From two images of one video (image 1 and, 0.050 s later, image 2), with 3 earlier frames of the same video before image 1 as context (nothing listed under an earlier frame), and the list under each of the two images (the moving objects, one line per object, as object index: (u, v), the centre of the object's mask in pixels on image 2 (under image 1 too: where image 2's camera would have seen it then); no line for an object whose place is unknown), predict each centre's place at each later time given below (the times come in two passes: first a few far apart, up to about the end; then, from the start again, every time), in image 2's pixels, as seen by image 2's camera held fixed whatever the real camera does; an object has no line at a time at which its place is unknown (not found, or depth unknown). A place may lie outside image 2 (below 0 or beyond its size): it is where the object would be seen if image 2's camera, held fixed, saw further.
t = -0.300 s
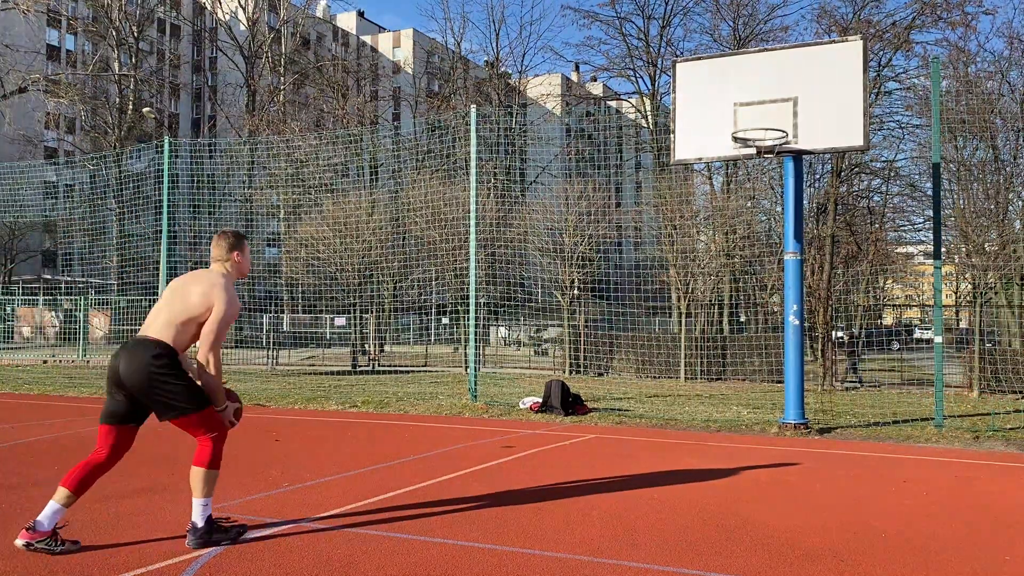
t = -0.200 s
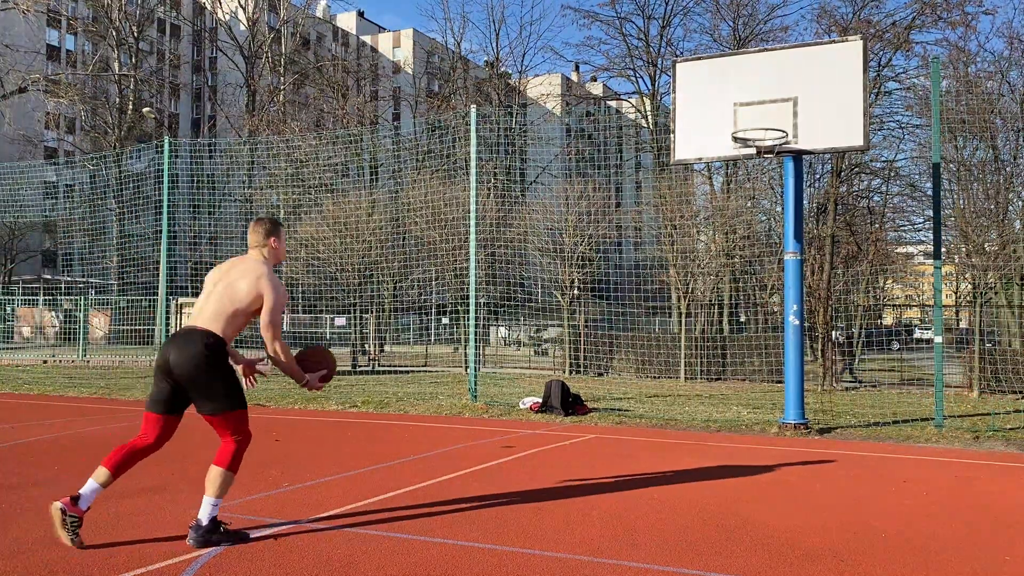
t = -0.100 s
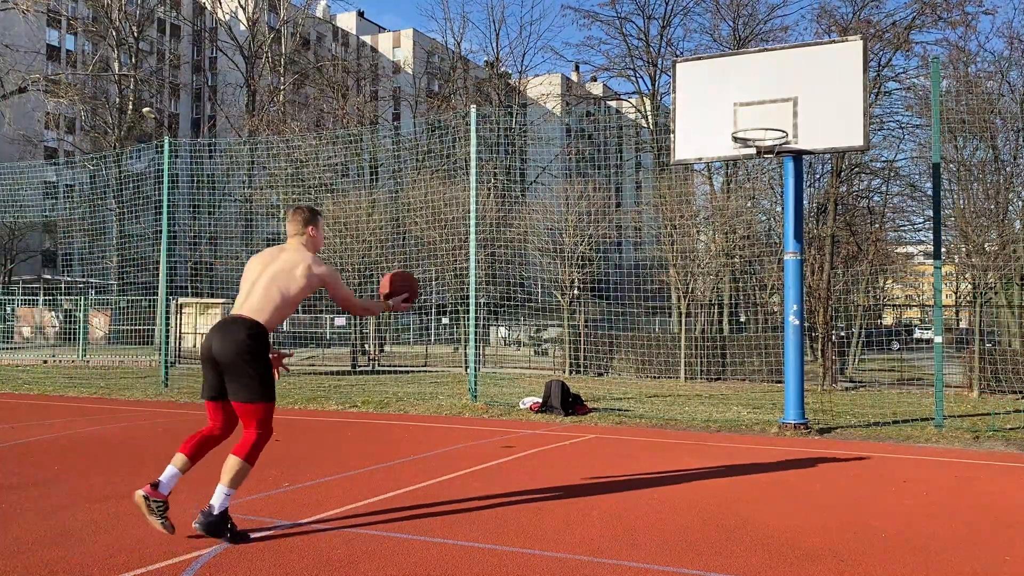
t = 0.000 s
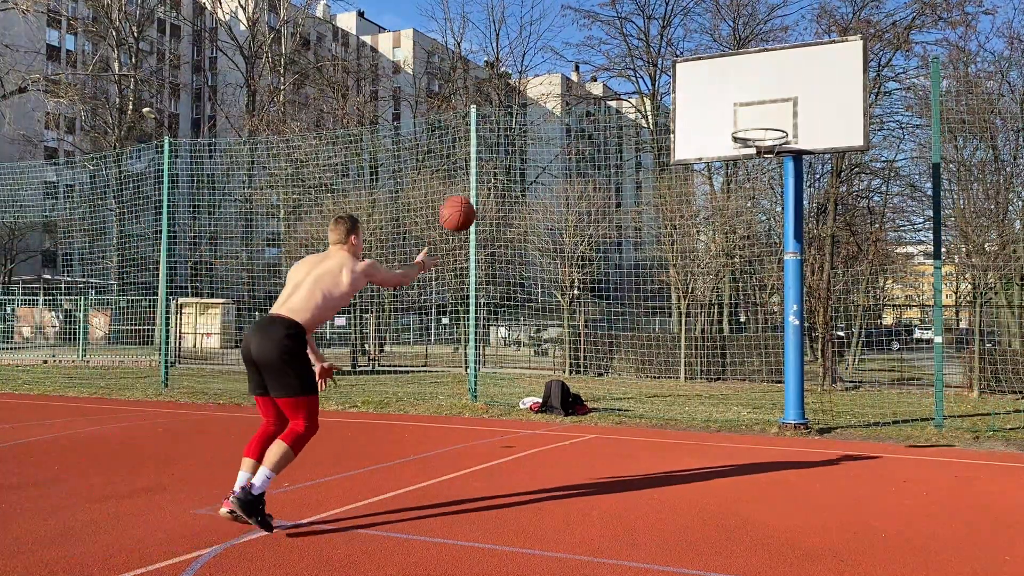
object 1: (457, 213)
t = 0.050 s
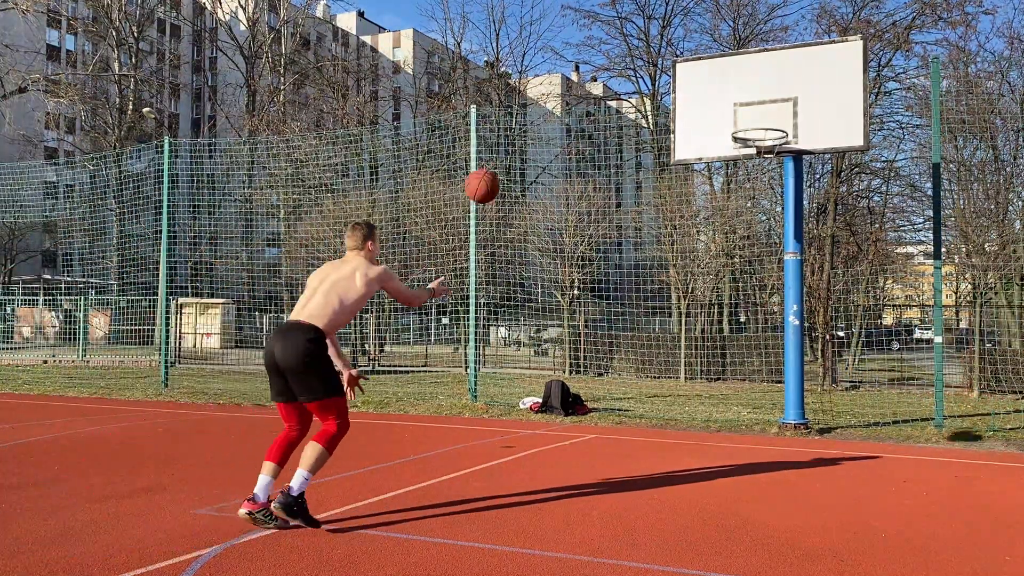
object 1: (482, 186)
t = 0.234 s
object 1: (559, 125)
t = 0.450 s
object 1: (631, 118)
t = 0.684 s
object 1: (677, 149)
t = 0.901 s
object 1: (663, 179)
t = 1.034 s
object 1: (654, 227)
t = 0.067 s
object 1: (490, 178)
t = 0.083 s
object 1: (498, 170)
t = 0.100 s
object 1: (505, 163)
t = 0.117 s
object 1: (513, 156)
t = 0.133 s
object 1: (520, 151)
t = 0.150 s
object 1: (527, 145)
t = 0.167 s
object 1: (534, 140)
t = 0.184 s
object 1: (541, 136)
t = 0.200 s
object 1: (547, 132)
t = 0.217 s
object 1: (553, 128)
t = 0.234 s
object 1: (559, 125)
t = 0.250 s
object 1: (566, 122)
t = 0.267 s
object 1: (572, 120)
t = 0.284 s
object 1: (578, 117)
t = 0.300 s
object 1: (583, 117)
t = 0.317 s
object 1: (590, 115)
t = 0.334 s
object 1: (595, 114)
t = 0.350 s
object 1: (600, 114)
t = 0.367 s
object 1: (605, 114)
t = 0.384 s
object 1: (611, 114)
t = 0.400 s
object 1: (616, 114)
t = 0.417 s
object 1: (621, 115)
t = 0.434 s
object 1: (626, 116)
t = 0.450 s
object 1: (631, 118)
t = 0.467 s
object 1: (636, 119)
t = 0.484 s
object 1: (640, 121)
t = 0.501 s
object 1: (645, 123)
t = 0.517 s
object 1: (650, 125)
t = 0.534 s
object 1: (654, 128)
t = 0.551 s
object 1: (659, 131)
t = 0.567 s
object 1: (663, 134)
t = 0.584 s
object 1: (667, 137)
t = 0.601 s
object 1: (672, 141)
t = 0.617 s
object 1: (676, 145)
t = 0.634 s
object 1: (679, 149)
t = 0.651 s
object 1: (678, 149)
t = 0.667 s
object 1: (678, 149)
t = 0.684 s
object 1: (677, 149)
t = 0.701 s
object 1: (676, 149)
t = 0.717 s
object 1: (675, 150)
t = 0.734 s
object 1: (674, 151)
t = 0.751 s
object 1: (673, 152)
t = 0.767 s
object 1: (672, 154)
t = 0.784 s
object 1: (671, 156)
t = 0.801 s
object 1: (670, 158)
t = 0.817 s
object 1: (669, 161)
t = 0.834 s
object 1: (667, 164)
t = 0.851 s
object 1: (666, 167)
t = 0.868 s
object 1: (665, 171)
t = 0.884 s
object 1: (664, 174)
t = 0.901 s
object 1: (663, 179)
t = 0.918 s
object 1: (662, 183)
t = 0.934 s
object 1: (660, 188)
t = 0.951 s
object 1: (660, 194)
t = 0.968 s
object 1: (658, 200)
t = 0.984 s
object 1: (657, 206)
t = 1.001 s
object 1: (656, 212)
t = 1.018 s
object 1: (655, 219)
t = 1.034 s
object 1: (654, 227)
